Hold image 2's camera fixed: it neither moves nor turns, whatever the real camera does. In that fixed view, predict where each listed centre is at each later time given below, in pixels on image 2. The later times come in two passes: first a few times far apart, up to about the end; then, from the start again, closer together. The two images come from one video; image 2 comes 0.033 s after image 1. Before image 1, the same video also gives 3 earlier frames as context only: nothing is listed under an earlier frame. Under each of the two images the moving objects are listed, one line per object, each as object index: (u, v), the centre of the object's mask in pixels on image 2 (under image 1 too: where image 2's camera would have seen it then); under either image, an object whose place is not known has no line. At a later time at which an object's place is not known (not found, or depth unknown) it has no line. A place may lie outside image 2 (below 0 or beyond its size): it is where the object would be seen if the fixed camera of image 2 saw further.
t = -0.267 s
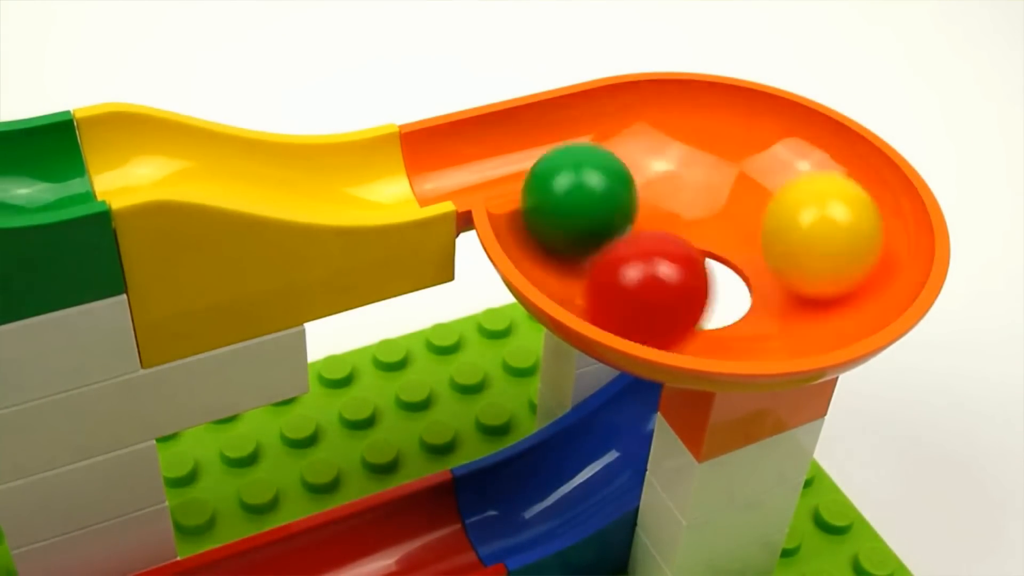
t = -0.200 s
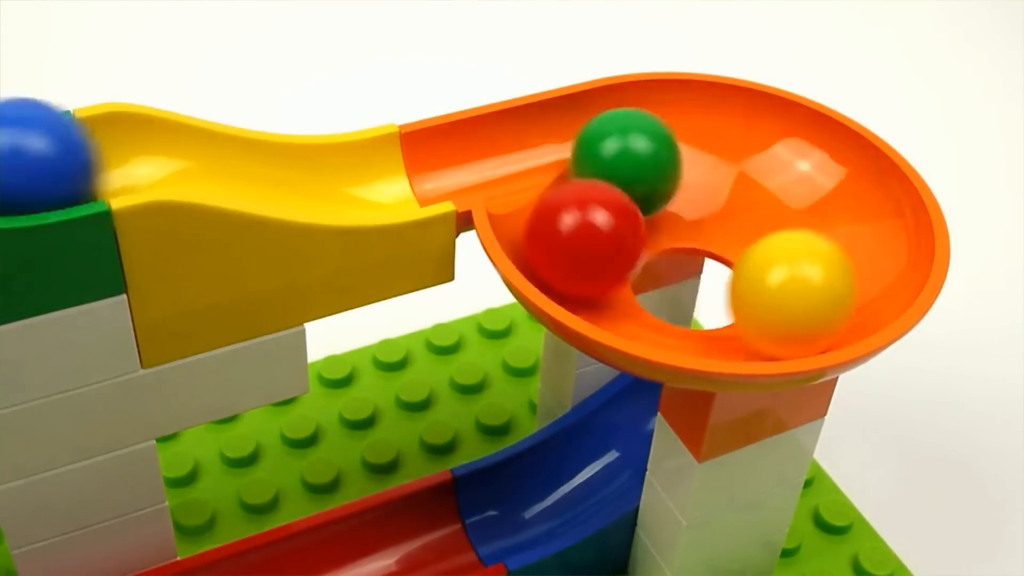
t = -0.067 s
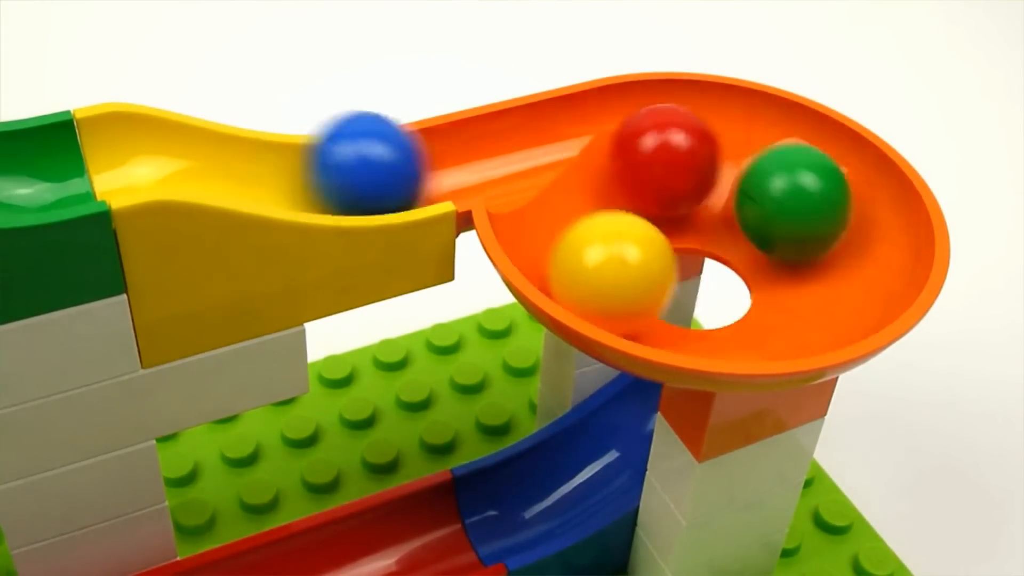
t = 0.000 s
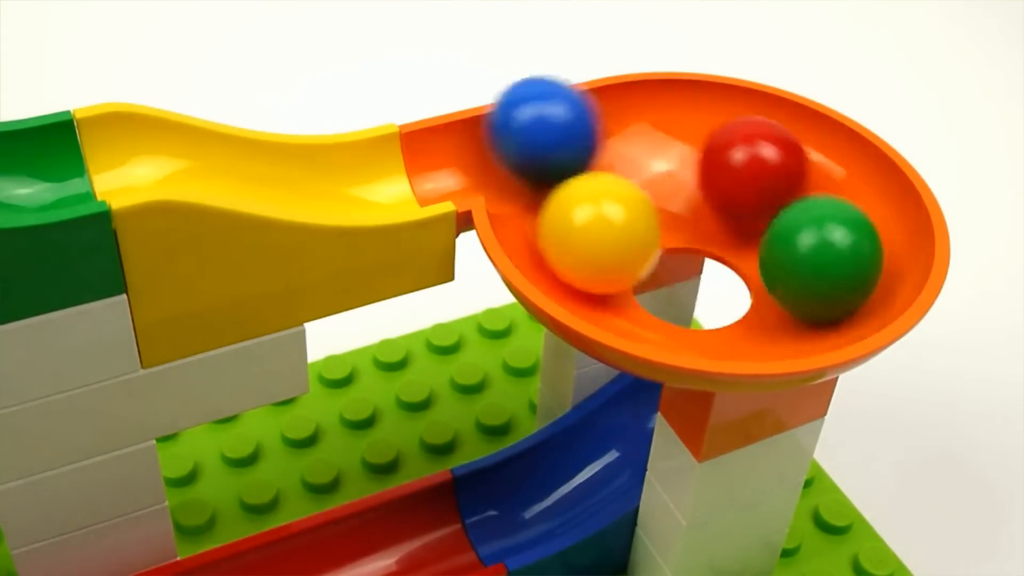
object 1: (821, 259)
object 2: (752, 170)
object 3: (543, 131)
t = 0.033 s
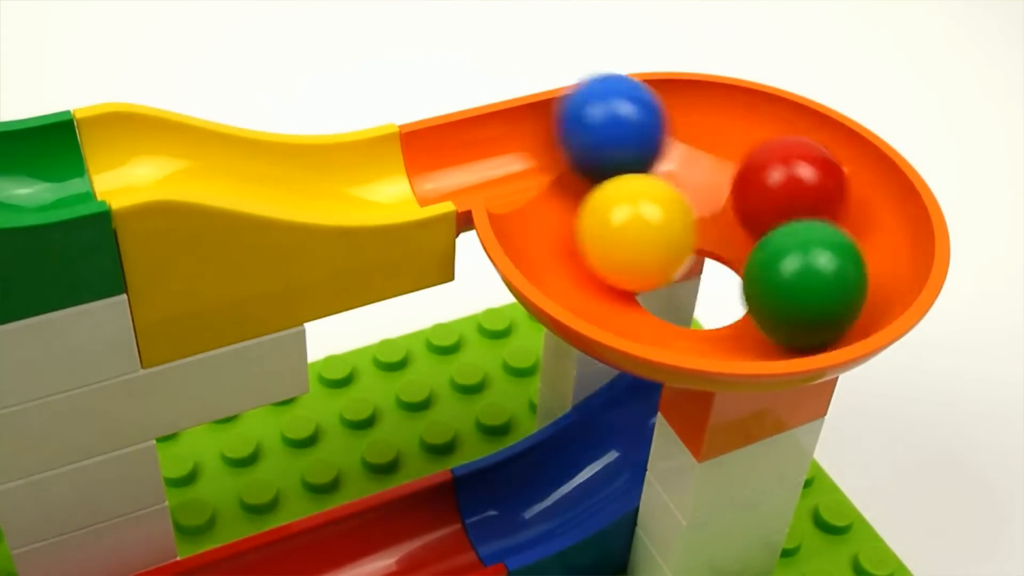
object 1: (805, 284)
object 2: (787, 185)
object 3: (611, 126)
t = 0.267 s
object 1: (594, 196)
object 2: (654, 291)
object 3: (795, 292)
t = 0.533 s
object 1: (804, 269)
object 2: (757, 168)
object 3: (607, 170)
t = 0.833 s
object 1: (637, 168)
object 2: (587, 243)
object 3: (775, 298)
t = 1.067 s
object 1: (794, 272)
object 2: (781, 177)
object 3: (600, 181)
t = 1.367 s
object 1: (639, 165)
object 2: (596, 242)
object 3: (791, 291)
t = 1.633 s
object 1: (778, 292)
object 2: (785, 200)
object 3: (613, 182)
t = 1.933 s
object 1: (669, 164)
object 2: (608, 235)
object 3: (774, 295)
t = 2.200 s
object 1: (739, 298)
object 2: (796, 219)
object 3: (626, 184)
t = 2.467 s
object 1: (663, 169)
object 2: (611, 250)
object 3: (785, 280)
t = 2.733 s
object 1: (748, 297)
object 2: (781, 202)
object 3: (616, 205)
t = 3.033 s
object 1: (688, 174)
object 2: (611, 248)
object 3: (778, 280)
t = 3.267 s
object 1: (760, 296)
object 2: (760, 191)
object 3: (611, 227)
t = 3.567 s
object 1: (673, 169)
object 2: (623, 265)
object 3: (786, 260)
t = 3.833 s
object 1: (734, 299)
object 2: (762, 196)
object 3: (613, 228)
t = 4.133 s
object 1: (695, 173)
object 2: (625, 266)
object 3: (785, 259)
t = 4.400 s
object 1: (711, 298)
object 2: (757, 198)
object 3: (613, 229)
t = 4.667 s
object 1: (680, 174)
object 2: (655, 283)
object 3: (783, 234)
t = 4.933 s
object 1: (732, 297)
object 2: (718, 189)
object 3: (618, 252)
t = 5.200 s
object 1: (647, 201)
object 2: (701, 291)
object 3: (764, 196)
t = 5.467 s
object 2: (614, 203)
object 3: (667, 290)
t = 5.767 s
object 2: (774, 217)
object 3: (686, 270)
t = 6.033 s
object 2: (805, 267)
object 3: (695, 243)
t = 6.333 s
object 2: (690, 273)
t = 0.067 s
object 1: (772, 300)
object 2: (819, 214)
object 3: (690, 131)
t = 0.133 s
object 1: (676, 296)
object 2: (841, 271)
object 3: (832, 148)
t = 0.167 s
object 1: (633, 279)
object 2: (821, 290)
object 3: (860, 191)
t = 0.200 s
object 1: (603, 254)
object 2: (778, 303)
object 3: (860, 237)
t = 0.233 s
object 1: (590, 224)
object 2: (718, 306)
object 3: (834, 270)
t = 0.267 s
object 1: (594, 196)
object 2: (654, 291)
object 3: (795, 292)
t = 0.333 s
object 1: (648, 157)
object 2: (576, 234)
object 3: (697, 298)
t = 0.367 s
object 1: (684, 158)
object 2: (567, 200)
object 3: (648, 285)
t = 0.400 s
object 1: (725, 166)
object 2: (581, 164)
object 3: (608, 262)
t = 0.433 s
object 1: (762, 185)
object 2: (616, 142)
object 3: (584, 235)
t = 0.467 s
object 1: (791, 211)
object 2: (660, 142)
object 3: (576, 208)
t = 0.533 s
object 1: (804, 269)
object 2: (757, 168)
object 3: (607, 170)
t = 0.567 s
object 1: (784, 292)
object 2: (801, 189)
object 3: (641, 164)
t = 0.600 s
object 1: (749, 302)
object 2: (831, 228)
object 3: (682, 164)
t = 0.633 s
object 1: (705, 302)
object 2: (835, 261)
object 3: (726, 174)
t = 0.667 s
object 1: (662, 292)
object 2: (816, 289)
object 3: (766, 187)
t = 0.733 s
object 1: (603, 252)
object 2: (722, 305)
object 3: (821, 236)
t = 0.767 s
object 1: (594, 221)
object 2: (663, 295)
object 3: (823, 262)
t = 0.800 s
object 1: (606, 185)
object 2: (617, 273)
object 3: (807, 284)
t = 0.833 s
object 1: (637, 168)
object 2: (587, 243)
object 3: (775, 298)
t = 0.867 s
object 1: (667, 164)
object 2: (576, 210)
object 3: (731, 302)
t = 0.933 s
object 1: (740, 172)
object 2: (611, 158)
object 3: (642, 280)
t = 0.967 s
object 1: (773, 189)
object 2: (652, 145)
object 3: (608, 258)
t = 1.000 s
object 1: (795, 215)
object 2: (697, 150)
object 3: (591, 229)
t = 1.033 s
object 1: (803, 244)
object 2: (740, 159)
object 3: (588, 203)
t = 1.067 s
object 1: (794, 272)
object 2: (781, 177)
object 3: (600, 181)
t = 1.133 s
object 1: (732, 301)
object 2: (829, 250)
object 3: (657, 162)
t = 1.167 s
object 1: (690, 299)
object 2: (815, 279)
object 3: (695, 165)
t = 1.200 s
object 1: (649, 287)
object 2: (785, 299)
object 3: (735, 177)
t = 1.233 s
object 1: (618, 270)
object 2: (740, 305)
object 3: (770, 195)
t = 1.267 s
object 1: (596, 246)
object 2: (692, 301)
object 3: (797, 222)
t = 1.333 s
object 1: (607, 182)
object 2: (613, 268)
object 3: (809, 272)
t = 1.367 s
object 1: (639, 165)
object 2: (596, 242)
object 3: (791, 291)
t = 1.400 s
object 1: (673, 162)
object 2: (594, 216)
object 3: (758, 301)
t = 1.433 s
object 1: (708, 162)
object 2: (606, 192)
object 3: (717, 301)
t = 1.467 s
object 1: (746, 170)
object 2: (631, 175)
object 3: (674, 293)
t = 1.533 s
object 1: (803, 212)
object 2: (702, 163)
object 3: (610, 254)
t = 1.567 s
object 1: (812, 241)
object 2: (733, 172)
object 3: (597, 227)
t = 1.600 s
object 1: (804, 269)
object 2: (760, 183)
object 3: (599, 201)
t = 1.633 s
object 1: (778, 292)
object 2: (785, 200)
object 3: (613, 182)
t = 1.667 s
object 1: (739, 300)
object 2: (803, 235)
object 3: (639, 168)
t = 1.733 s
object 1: (649, 288)
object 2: (770, 290)
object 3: (708, 168)
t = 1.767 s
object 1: (614, 270)
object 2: (737, 300)
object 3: (743, 181)
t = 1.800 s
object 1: (592, 247)
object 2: (702, 300)
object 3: (774, 203)
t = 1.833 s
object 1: (587, 220)
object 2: (665, 291)
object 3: (795, 228)
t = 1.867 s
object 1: (598, 190)
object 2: (635, 278)
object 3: (803, 254)
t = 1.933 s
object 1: (669, 164)
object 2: (608, 235)
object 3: (774, 295)
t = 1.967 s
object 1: (707, 166)
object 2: (613, 214)
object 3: (741, 301)
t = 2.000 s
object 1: (745, 173)
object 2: (630, 195)
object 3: (702, 300)
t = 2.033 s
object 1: (780, 189)
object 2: (656, 179)
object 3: (663, 290)
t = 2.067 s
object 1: (804, 212)
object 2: (688, 174)
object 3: (630, 274)
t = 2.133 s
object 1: (804, 267)
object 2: (747, 182)
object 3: (602, 227)
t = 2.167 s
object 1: (779, 289)
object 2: (774, 192)
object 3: (608, 203)
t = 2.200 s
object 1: (739, 298)
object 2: (796, 219)
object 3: (626, 184)
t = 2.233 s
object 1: (693, 297)
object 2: (794, 253)
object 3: (652, 171)
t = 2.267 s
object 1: (650, 286)
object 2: (780, 276)
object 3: (684, 166)
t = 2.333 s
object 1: (593, 245)
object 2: (723, 299)
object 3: (750, 184)
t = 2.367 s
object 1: (588, 221)
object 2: (687, 295)
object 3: (775, 206)
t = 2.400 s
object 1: (597, 197)
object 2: (653, 286)
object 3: (791, 232)
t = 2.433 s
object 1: (624, 175)
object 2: (626, 271)
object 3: (795, 258)
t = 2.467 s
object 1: (663, 169)
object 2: (611, 250)
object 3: (785, 280)
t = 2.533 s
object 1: (739, 181)
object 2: (617, 211)
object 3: (728, 301)
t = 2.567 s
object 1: (775, 196)
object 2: (637, 195)
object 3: (692, 297)
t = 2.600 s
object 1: (801, 216)
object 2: (664, 181)
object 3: (657, 287)
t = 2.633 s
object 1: (812, 240)
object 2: (696, 179)
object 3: (629, 272)
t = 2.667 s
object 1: (806, 266)
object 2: (727, 183)
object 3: (612, 250)
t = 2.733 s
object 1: (748, 297)
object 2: (781, 202)
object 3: (616, 205)
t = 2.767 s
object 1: (704, 297)
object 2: (792, 231)
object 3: (634, 186)
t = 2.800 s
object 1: (660, 288)
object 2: (787, 257)
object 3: (660, 173)
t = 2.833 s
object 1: (624, 270)
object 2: (772, 277)
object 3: (692, 170)
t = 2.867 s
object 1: (600, 248)
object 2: (746, 291)
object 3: (724, 175)
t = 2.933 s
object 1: (598, 201)
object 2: (677, 292)
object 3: (776, 210)
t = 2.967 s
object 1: (617, 180)
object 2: (645, 282)
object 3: (789, 235)
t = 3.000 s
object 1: (650, 169)
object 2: (622, 267)
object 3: (790, 259)
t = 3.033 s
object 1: (688, 174)
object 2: (611, 248)
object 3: (778, 280)
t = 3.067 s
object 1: (725, 182)
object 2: (611, 229)
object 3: (755, 295)
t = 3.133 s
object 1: (790, 217)
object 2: (643, 195)
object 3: (688, 296)
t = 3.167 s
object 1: (806, 241)
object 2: (672, 182)
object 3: (655, 286)
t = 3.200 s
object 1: (806, 263)
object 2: (704, 181)
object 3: (628, 271)
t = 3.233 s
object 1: (790, 283)
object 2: (733, 185)
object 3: (614, 249)
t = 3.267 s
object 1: (760, 296)
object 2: (760, 191)
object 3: (611, 227)
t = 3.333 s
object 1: (678, 292)
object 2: (788, 237)
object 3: (638, 187)
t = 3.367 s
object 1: (641, 278)
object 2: (783, 259)
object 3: (666, 173)
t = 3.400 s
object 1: (613, 256)
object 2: (766, 278)
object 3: (696, 174)
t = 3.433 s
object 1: (600, 231)
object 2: (739, 292)
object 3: (726, 177)
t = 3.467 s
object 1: (602, 208)
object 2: (707, 295)
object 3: (754, 190)
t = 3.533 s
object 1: (640, 172)
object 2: (644, 280)
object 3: (786, 236)
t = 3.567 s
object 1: (673, 169)
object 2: (623, 265)
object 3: (786, 260)
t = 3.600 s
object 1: (708, 178)
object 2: (612, 246)
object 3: (774, 280)
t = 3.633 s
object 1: (743, 187)
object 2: (614, 228)
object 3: (750, 294)
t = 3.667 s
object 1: (775, 206)
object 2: (626, 211)
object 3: (719, 298)
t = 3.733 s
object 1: (799, 258)
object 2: (677, 182)
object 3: (654, 284)
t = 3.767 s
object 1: (791, 278)
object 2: (706, 184)
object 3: (629, 270)
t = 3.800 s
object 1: (768, 294)
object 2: (735, 186)
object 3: (615, 249)
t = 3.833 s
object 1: (734, 299)
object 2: (762, 196)
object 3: (613, 228)
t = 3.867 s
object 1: (695, 296)
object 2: (779, 216)
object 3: (621, 207)
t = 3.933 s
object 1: (628, 268)
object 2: (781, 258)
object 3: (668, 174)
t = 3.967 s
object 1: (611, 244)
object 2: (765, 277)
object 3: (697, 175)
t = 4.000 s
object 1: (607, 220)
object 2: (738, 290)
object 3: (725, 179)
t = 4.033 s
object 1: (615, 199)
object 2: (708, 294)
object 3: (753, 191)
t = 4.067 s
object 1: (634, 182)
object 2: (675, 290)
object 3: (773, 214)
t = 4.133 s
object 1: (695, 173)
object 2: (625, 266)
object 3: (785, 259)
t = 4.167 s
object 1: (726, 180)
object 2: (614, 248)
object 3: (773, 279)
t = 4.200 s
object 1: (758, 191)
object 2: (615, 230)
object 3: (751, 293)
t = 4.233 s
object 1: (784, 216)
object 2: (626, 214)
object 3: (721, 297)
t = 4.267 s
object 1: (792, 247)
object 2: (645, 197)
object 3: (688, 294)
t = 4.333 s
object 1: (773, 288)
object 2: (704, 186)
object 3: (631, 270)
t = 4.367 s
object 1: (745, 298)
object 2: (731, 188)
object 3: (616, 249)
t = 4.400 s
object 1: (711, 298)
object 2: (757, 198)
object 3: (613, 229)
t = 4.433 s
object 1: (675, 292)
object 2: (775, 216)
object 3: (618, 205)
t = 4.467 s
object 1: (644, 279)
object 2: (783, 236)
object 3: (637, 183)
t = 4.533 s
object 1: (612, 236)
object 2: (768, 273)
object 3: (694, 178)
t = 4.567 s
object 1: (614, 214)
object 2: (745, 287)
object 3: (721, 181)
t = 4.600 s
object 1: (628, 194)
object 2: (716, 294)
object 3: (750, 191)
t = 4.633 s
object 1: (650, 180)
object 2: (684, 292)
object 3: (771, 213)
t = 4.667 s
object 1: (680, 174)
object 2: (655, 283)
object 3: (783, 234)
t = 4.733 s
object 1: (739, 183)
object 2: (618, 252)
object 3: (776, 275)
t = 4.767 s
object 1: (769, 196)
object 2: (615, 235)
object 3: (755, 289)
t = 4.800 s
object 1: (791, 223)
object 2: (621, 219)
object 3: (726, 295)
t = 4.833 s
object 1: (792, 255)
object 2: (635, 203)
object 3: (693, 294)
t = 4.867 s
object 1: (781, 276)
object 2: (660, 187)
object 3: (662, 285)
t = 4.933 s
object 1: (732, 297)
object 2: (718, 189)
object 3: (618, 252)
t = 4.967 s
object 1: (699, 295)
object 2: (746, 198)
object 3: (609, 232)
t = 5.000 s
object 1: (667, 288)
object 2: (766, 214)
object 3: (611, 208)
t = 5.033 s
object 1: (642, 275)
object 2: (779, 230)
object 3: (628, 185)
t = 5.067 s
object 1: (626, 258)
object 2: (783, 248)
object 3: (656, 174)
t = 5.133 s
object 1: (624, 225)
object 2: (758, 282)
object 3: (711, 178)
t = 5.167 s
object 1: (634, 213)
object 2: (731, 290)
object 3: (738, 181)
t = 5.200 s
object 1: (647, 201)
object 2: (701, 291)
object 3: (764, 196)
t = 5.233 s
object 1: (665, 191)
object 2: (670, 285)
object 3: (783, 213)
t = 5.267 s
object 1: (687, 192)
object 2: (644, 274)
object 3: (794, 235)
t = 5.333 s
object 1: (710, 208)
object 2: (615, 243)
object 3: (786, 276)
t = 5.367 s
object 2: (612, 229)
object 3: (764, 291)
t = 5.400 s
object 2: (613, 220)
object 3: (734, 297)
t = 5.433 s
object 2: (615, 214)
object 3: (700, 297)
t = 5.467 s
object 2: (614, 203)
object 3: (667, 290)
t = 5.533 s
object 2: (623, 181)
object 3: (613, 266)
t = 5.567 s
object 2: (630, 173)
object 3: (601, 256)
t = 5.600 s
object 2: (640, 168)
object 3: (600, 247)
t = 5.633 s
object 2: (659, 169)
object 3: (609, 244)
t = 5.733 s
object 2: (745, 203)
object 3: (666, 261)
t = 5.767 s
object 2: (774, 217)
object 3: (686, 270)
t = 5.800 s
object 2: (799, 228)
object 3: (700, 275)
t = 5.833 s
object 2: (816, 237)
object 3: (707, 279)
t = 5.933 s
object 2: (814, 262)
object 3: (689, 269)
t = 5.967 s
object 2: (801, 266)
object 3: (679, 260)
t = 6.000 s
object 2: (799, 266)
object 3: (685, 248)
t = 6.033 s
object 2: (805, 267)
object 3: (695, 243)
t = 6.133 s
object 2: (761, 274)
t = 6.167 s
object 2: (727, 271)
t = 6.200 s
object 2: (688, 266)
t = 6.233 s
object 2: (692, 243)
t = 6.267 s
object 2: (712, 239)
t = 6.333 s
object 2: (690, 273)
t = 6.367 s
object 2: (689, 273)
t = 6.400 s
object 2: (693, 276)
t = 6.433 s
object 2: (694, 278)
